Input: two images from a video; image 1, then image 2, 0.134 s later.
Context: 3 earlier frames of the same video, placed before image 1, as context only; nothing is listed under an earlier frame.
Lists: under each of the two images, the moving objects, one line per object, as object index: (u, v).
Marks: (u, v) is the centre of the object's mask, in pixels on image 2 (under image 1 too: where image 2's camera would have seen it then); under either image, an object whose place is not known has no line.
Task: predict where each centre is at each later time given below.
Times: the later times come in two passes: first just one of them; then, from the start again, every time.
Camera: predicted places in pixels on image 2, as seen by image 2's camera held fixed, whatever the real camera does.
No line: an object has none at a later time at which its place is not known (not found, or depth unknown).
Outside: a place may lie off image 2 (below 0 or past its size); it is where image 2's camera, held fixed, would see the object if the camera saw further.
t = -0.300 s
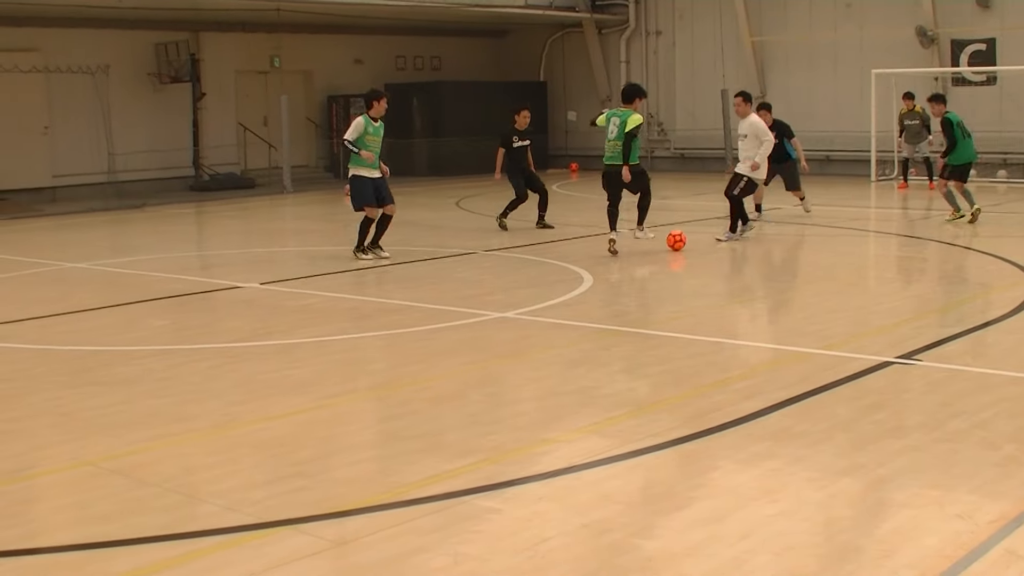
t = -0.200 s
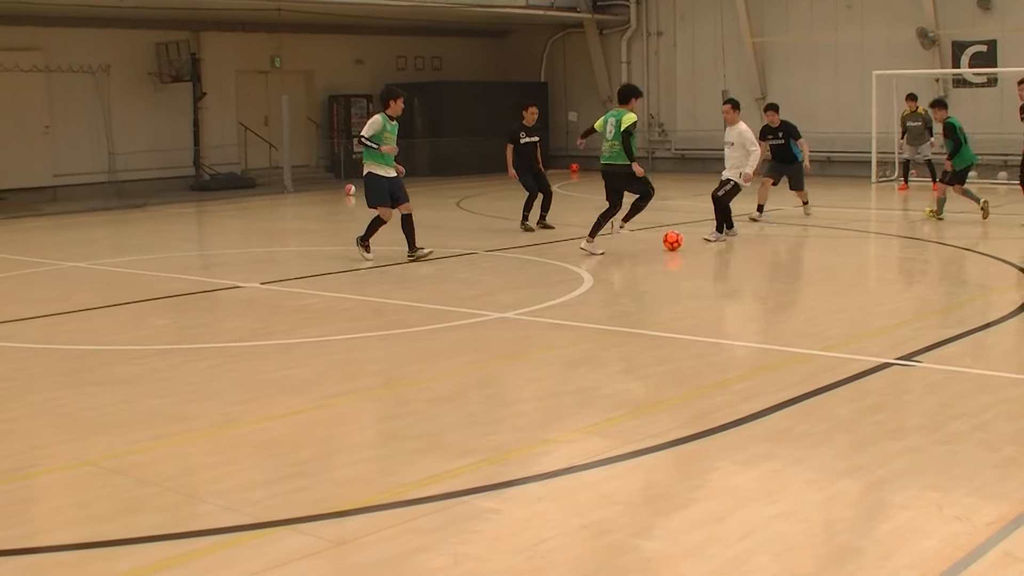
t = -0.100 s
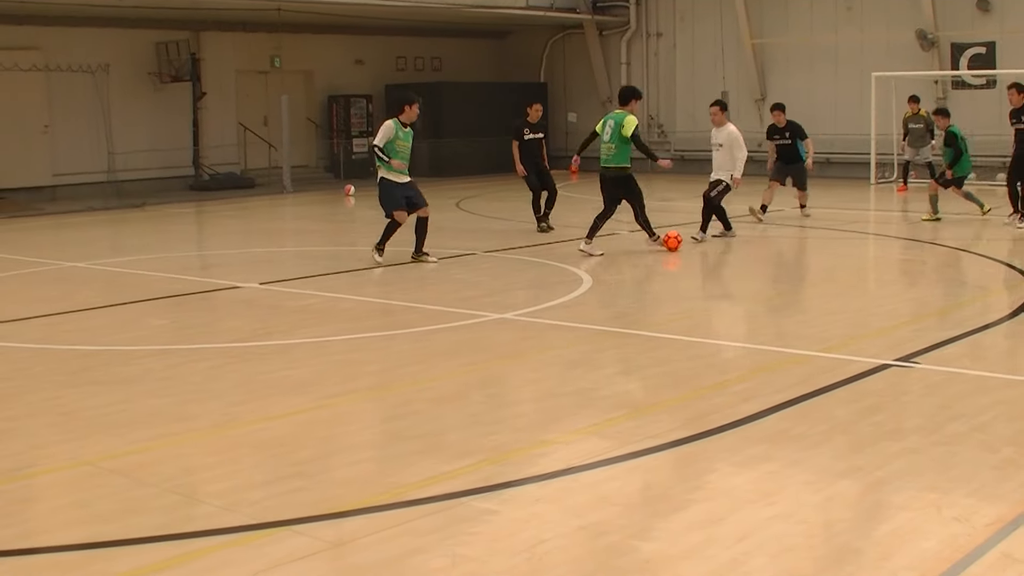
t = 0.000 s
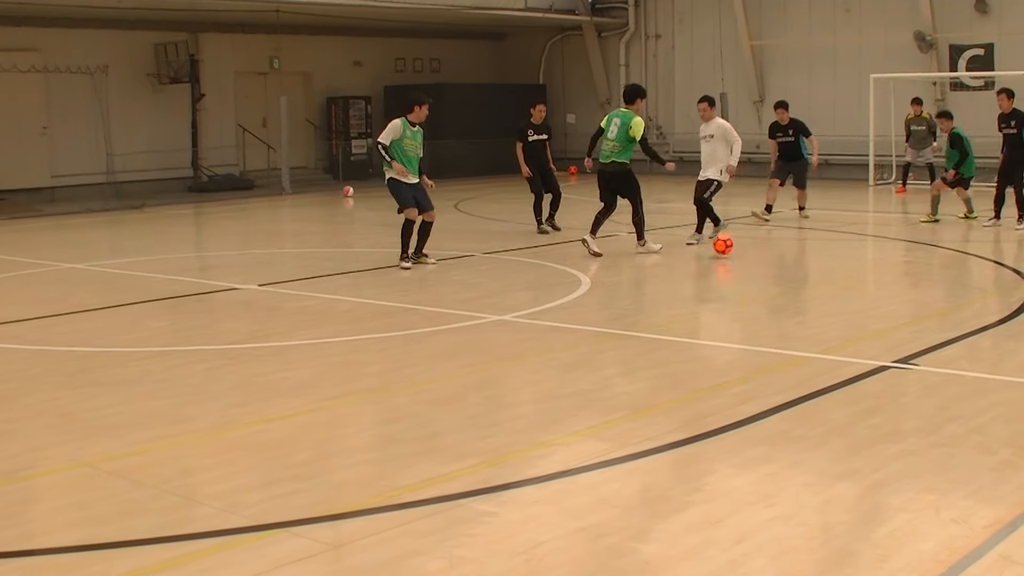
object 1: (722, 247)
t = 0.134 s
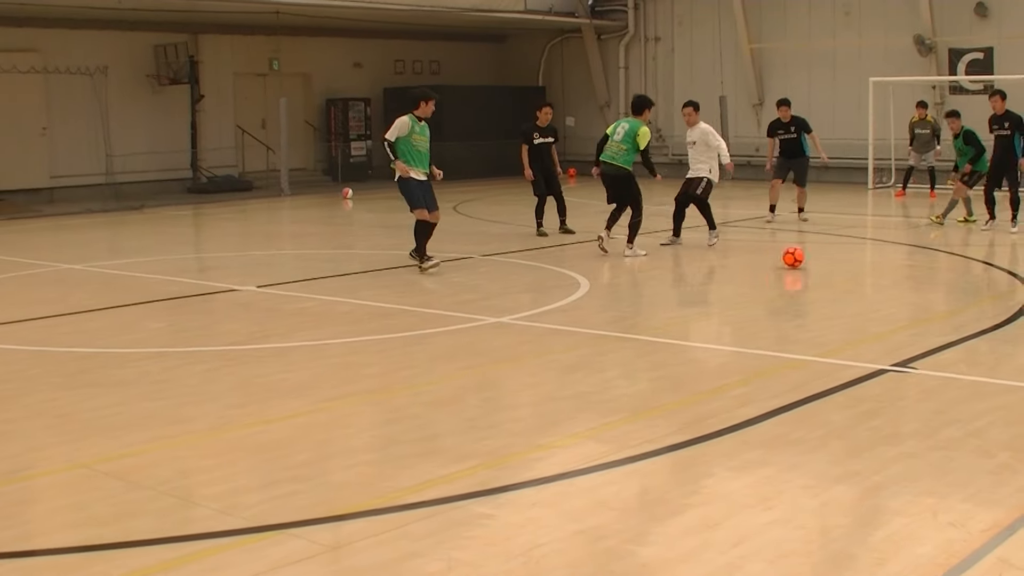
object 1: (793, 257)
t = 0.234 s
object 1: (845, 263)
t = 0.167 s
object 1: (811, 259)
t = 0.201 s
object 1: (828, 261)
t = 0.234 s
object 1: (845, 263)
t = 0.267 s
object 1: (862, 264)
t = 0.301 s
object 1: (879, 266)
